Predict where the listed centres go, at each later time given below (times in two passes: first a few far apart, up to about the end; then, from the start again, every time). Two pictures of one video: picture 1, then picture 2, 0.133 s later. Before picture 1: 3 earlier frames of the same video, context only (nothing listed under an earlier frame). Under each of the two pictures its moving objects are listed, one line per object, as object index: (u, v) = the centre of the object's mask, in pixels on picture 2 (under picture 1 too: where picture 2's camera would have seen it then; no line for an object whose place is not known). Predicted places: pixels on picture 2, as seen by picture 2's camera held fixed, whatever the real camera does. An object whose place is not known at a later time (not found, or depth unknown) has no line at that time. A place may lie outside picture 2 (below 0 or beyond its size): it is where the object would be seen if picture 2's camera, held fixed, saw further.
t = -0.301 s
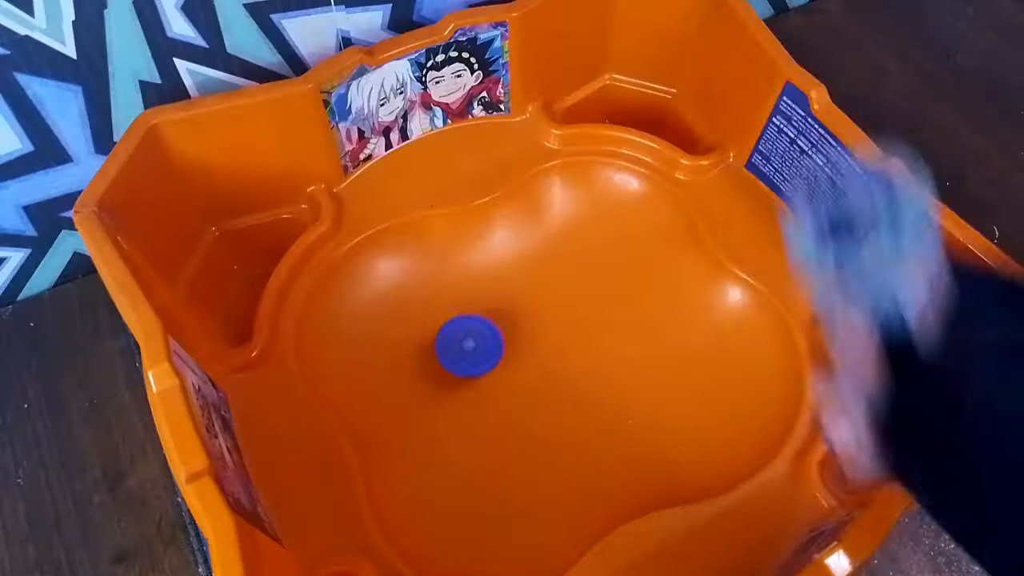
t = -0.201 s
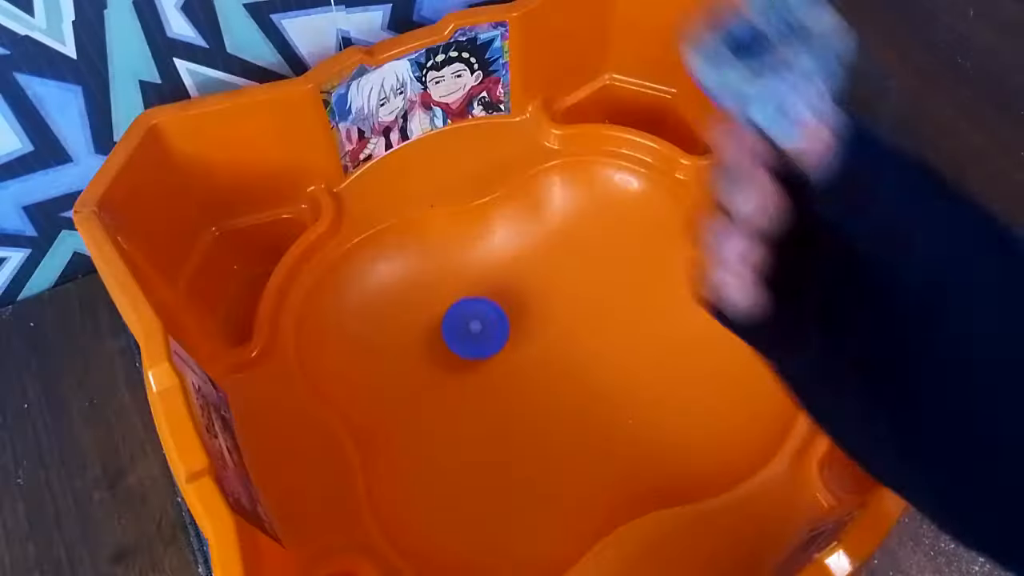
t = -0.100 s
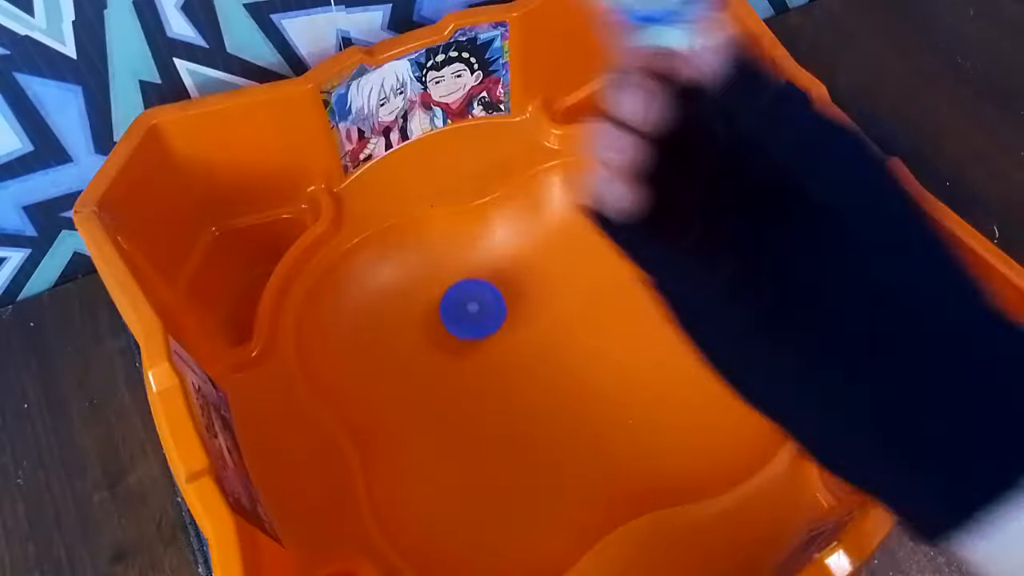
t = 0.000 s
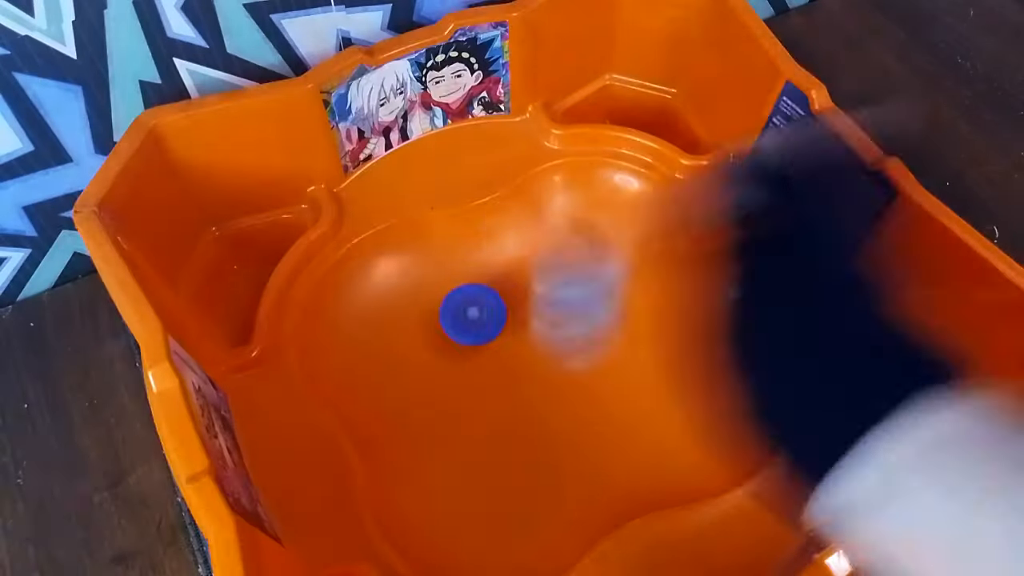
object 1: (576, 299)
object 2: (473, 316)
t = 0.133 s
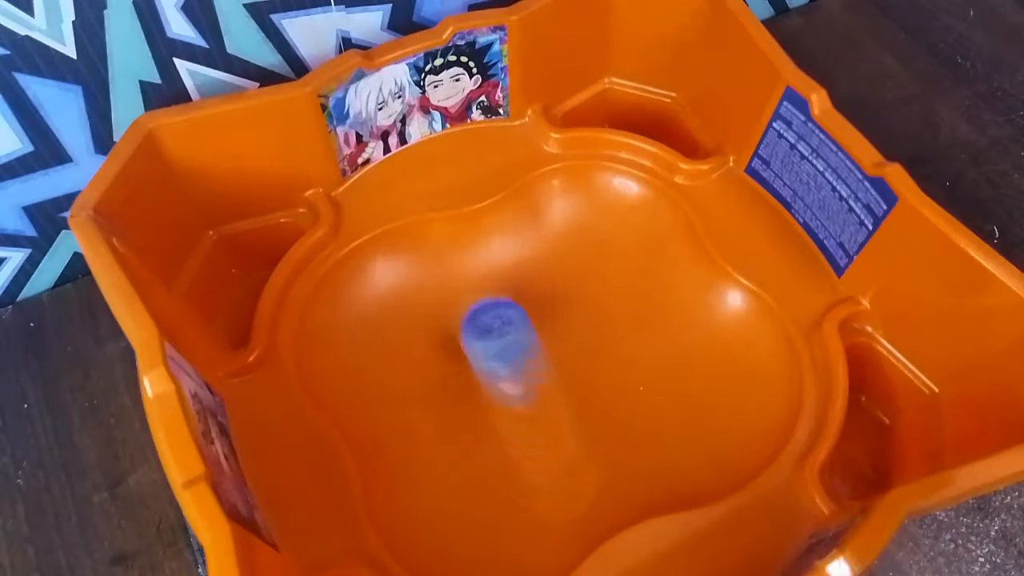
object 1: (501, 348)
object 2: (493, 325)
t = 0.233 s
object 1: (430, 250)
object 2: (533, 338)
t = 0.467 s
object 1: (350, 419)
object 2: (599, 346)
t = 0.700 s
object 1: (557, 485)
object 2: (613, 332)
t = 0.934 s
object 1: (443, 308)
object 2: (594, 344)
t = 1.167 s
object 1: (315, 350)
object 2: (589, 368)
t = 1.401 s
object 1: (540, 459)
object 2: (701, 296)
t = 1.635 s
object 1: (551, 422)
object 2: (724, 182)
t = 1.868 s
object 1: (574, 278)
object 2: (624, 237)
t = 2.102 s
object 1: (437, 321)
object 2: (595, 344)
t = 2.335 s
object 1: (431, 416)
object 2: (631, 471)
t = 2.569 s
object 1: (552, 424)
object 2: (604, 353)
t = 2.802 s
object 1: (612, 315)
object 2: (441, 302)
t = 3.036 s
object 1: (566, 251)
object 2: (370, 381)
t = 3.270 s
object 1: (534, 308)
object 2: (564, 375)
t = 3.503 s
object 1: (506, 261)
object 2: (749, 415)
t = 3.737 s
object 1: (552, 325)
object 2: (633, 332)
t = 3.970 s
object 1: (342, 314)
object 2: (746, 415)
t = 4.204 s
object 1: (430, 354)
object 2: (624, 381)
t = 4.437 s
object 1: (537, 272)
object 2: (569, 339)
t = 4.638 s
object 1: (619, 235)
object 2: (600, 311)
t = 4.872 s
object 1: (614, 236)
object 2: (594, 304)
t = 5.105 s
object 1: (593, 261)
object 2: (498, 364)
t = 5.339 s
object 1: (570, 350)
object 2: (492, 317)
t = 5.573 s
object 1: (588, 437)
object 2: (506, 343)
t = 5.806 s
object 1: (575, 421)
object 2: (475, 352)
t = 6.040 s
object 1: (540, 364)
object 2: (468, 324)
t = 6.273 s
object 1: (567, 344)
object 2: (509, 310)
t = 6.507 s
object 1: (592, 356)
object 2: (539, 288)
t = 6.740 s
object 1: (591, 365)
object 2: (539, 296)
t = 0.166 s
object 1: (471, 296)
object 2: (511, 335)
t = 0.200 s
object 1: (451, 262)
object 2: (521, 337)
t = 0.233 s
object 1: (430, 250)
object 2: (533, 338)
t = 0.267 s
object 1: (408, 276)
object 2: (543, 342)
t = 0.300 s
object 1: (388, 303)
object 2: (551, 346)
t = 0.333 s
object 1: (367, 333)
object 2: (560, 348)
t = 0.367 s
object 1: (347, 361)
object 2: (570, 348)
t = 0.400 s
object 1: (337, 382)
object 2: (580, 348)
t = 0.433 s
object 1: (341, 397)
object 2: (590, 347)
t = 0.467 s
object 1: (350, 419)
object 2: (599, 346)
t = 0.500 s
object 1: (367, 448)
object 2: (606, 344)
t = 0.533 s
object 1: (394, 474)
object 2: (612, 342)
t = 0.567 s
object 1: (426, 499)
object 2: (616, 340)
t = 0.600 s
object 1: (469, 511)
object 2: (618, 339)
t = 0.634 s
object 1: (509, 518)
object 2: (618, 336)
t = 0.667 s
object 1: (539, 507)
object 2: (616, 333)
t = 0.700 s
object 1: (557, 485)
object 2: (613, 332)
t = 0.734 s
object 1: (567, 458)
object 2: (610, 332)
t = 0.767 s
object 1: (564, 426)
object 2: (604, 332)
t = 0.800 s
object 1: (553, 394)
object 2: (599, 334)
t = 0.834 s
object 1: (534, 368)
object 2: (597, 337)
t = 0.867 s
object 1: (507, 345)
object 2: (597, 339)
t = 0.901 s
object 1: (477, 325)
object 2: (596, 341)
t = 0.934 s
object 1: (443, 308)
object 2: (594, 344)
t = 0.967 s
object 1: (409, 294)
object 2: (592, 348)
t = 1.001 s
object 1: (369, 282)
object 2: (590, 351)
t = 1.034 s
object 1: (336, 280)
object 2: (589, 354)
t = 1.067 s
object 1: (315, 288)
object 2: (589, 357)
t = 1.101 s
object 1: (306, 304)
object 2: (589, 361)
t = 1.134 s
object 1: (305, 326)
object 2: (589, 365)
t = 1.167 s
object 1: (315, 350)
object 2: (589, 368)
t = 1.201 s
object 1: (340, 377)
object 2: (589, 370)
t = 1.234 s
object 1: (383, 402)
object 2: (589, 371)
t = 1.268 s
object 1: (437, 417)
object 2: (589, 372)
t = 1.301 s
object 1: (490, 423)
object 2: (589, 373)
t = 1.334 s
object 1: (535, 424)
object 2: (591, 373)
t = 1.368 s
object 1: (541, 439)
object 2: (653, 335)
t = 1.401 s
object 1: (540, 459)
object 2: (701, 296)
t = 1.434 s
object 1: (539, 470)
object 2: (730, 254)
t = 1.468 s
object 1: (537, 474)
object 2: (740, 222)
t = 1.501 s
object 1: (536, 477)
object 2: (744, 202)
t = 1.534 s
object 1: (536, 472)
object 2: (744, 195)
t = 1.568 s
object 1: (539, 460)
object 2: (740, 197)
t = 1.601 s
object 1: (544, 442)
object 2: (733, 188)
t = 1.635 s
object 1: (551, 422)
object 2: (724, 182)
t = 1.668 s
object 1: (561, 399)
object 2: (711, 178)
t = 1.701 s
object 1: (572, 379)
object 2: (699, 177)
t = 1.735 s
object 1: (583, 357)
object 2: (685, 183)
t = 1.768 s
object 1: (590, 336)
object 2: (673, 192)
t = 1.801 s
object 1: (592, 314)
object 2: (660, 211)
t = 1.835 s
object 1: (591, 291)
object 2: (637, 230)
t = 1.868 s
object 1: (574, 278)
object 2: (624, 237)
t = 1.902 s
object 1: (550, 276)
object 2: (618, 241)
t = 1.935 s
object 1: (532, 277)
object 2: (612, 249)
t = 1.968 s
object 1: (513, 285)
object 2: (607, 261)
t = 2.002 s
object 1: (495, 292)
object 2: (602, 276)
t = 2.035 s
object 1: (474, 303)
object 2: (599, 295)
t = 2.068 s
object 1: (454, 312)
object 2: (596, 318)
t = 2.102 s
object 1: (437, 321)
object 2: (595, 344)
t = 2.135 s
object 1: (422, 333)
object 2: (594, 372)
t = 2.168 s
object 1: (410, 346)
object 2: (596, 402)
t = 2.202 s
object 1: (403, 359)
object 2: (601, 429)
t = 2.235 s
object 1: (402, 373)
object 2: (609, 453)
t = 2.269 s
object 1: (408, 387)
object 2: (618, 468)
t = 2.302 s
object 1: (418, 402)
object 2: (626, 469)
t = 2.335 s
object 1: (431, 416)
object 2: (631, 471)
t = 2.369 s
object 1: (447, 431)
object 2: (635, 462)
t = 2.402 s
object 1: (463, 442)
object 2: (637, 447)
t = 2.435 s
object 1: (480, 449)
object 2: (636, 428)
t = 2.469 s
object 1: (498, 449)
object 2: (633, 406)
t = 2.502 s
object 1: (516, 445)
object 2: (626, 386)
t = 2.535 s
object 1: (536, 436)
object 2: (617, 368)
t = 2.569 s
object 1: (552, 424)
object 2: (604, 353)
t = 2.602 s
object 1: (567, 408)
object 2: (588, 339)
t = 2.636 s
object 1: (580, 393)
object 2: (567, 329)
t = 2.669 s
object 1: (593, 377)
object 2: (544, 319)
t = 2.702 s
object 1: (605, 361)
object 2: (519, 312)
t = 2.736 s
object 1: (612, 346)
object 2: (493, 307)
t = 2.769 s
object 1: (614, 330)
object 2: (468, 303)
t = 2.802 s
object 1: (612, 315)
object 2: (441, 302)
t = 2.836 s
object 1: (609, 301)
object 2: (414, 301)
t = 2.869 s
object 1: (604, 287)
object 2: (386, 304)
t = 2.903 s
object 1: (599, 275)
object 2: (361, 314)
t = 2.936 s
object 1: (593, 265)
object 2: (345, 329)
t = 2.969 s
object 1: (584, 257)
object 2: (340, 347)
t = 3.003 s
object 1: (575, 253)
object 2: (348, 366)
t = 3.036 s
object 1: (566, 251)
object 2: (370, 381)
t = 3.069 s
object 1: (558, 253)
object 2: (399, 395)
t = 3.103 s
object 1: (550, 257)
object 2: (431, 404)
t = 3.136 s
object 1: (544, 264)
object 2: (462, 408)
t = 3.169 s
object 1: (539, 274)
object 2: (491, 406)
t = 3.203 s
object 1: (534, 287)
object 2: (517, 398)
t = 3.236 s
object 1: (533, 300)
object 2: (541, 386)
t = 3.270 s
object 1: (534, 308)
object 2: (564, 375)
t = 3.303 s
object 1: (531, 295)
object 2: (597, 393)
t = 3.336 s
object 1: (528, 281)
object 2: (625, 410)
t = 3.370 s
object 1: (522, 270)
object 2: (653, 421)
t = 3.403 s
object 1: (517, 262)
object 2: (679, 429)
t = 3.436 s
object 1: (512, 259)
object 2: (705, 431)
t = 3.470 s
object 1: (509, 258)
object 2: (729, 426)
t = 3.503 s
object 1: (506, 261)
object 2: (749, 415)
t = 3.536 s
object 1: (505, 268)
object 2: (759, 398)
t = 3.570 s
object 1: (506, 276)
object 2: (758, 377)
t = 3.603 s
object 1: (510, 286)
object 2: (744, 356)
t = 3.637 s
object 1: (517, 295)
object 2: (720, 341)
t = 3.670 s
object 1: (525, 305)
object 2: (693, 332)
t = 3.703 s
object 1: (538, 315)
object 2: (663, 330)
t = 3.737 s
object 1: (552, 325)
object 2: (633, 332)
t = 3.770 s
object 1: (526, 323)
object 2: (646, 346)
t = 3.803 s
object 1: (486, 320)
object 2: (676, 370)
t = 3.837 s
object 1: (448, 316)
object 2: (698, 390)
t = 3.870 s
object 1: (412, 314)
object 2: (716, 406)
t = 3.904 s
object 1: (383, 312)
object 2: (731, 414)
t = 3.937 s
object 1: (360, 312)
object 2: (743, 417)
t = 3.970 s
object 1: (342, 314)
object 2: (746, 415)
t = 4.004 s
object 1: (331, 321)
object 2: (743, 413)
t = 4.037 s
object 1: (329, 333)
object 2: (732, 406)
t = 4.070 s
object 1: (336, 349)
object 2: (715, 400)
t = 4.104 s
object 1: (355, 361)
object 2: (695, 394)
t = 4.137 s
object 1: (380, 366)
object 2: (672, 391)
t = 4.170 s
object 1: (407, 362)
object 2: (648, 387)
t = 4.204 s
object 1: (430, 354)
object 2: (624, 381)
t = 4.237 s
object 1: (450, 343)
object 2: (600, 373)
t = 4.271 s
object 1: (472, 331)
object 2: (579, 363)
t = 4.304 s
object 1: (492, 320)
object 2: (560, 351)
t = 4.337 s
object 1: (502, 304)
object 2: (561, 343)
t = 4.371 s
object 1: (513, 291)
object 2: (564, 342)
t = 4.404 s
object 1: (524, 280)
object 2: (566, 340)
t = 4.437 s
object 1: (537, 272)
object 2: (569, 339)
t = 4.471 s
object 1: (551, 265)
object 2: (571, 335)
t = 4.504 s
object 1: (566, 258)
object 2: (574, 332)
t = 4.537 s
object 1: (580, 251)
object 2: (580, 327)
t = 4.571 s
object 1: (595, 245)
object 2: (588, 321)
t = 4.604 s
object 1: (608, 240)
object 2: (595, 316)
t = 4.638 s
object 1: (619, 235)
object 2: (600, 311)
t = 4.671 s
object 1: (627, 230)
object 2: (604, 306)
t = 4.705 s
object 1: (632, 226)
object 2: (606, 304)
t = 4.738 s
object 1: (632, 223)
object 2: (608, 301)
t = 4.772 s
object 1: (629, 223)
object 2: (607, 300)
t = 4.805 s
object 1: (622, 227)
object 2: (605, 299)
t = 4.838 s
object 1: (614, 233)
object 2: (602, 297)
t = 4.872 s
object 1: (614, 236)
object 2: (594, 304)
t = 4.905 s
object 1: (614, 234)
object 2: (577, 320)
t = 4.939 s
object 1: (613, 234)
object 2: (561, 335)
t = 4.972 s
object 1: (609, 235)
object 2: (547, 350)
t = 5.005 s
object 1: (605, 240)
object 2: (533, 358)
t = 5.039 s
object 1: (601, 245)
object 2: (519, 364)
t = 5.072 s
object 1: (597, 252)
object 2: (507, 367)
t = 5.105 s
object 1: (593, 261)
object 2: (498, 364)
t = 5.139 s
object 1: (587, 271)
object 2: (492, 359)
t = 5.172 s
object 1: (582, 283)
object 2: (490, 351)
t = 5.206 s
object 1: (577, 294)
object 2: (490, 343)
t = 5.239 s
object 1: (571, 308)
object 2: (492, 337)
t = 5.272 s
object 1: (565, 320)
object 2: (495, 330)
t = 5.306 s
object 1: (566, 335)
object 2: (494, 323)
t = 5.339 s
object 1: (570, 350)
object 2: (492, 317)
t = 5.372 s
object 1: (572, 366)
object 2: (495, 312)
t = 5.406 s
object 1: (575, 379)
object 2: (503, 311)
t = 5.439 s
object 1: (578, 393)
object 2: (508, 318)
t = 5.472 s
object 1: (582, 407)
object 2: (508, 325)
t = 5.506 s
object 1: (584, 419)
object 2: (507, 331)
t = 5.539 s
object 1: (588, 429)
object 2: (505, 336)
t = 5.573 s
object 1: (588, 437)
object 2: (506, 343)
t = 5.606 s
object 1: (591, 443)
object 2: (505, 349)
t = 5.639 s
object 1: (591, 446)
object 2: (504, 353)
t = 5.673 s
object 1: (591, 446)
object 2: (499, 356)
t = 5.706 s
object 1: (589, 443)
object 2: (494, 357)
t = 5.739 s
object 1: (589, 438)
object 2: (489, 356)
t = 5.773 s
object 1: (582, 430)
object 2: (482, 356)
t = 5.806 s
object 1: (575, 421)
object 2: (475, 352)
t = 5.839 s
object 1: (565, 411)
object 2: (472, 350)
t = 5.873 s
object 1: (556, 400)
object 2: (472, 350)
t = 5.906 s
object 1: (546, 389)
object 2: (471, 349)
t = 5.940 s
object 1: (536, 378)
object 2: (472, 346)
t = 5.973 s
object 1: (535, 374)
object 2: (469, 338)
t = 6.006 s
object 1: (536, 369)
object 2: (466, 330)
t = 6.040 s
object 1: (540, 364)
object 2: (468, 324)
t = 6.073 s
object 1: (545, 358)
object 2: (472, 322)
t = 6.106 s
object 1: (549, 354)
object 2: (481, 324)
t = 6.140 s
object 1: (550, 348)
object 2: (488, 323)
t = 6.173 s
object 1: (553, 343)
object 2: (492, 323)
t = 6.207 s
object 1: (557, 341)
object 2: (497, 321)
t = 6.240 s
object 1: (562, 343)
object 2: (503, 314)
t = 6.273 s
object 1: (567, 344)
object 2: (509, 310)
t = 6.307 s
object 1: (573, 345)
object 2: (517, 307)
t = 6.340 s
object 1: (578, 348)
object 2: (524, 304)
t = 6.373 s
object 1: (580, 348)
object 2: (531, 301)
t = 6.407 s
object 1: (586, 350)
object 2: (536, 297)
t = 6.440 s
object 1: (587, 352)
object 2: (539, 294)
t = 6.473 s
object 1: (590, 353)
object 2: (539, 291)
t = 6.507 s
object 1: (592, 356)
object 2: (539, 288)
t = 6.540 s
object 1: (593, 357)
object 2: (539, 286)
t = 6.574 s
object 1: (594, 360)
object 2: (538, 286)
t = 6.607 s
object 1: (594, 361)
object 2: (539, 286)
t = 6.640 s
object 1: (596, 362)
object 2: (539, 288)
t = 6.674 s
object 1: (593, 363)
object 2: (539, 290)
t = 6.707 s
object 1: (593, 363)
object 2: (539, 293)
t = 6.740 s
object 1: (591, 365)
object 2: (539, 296)
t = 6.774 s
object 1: (588, 365)
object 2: (539, 299)
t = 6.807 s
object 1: (586, 365)
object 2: (538, 303)
